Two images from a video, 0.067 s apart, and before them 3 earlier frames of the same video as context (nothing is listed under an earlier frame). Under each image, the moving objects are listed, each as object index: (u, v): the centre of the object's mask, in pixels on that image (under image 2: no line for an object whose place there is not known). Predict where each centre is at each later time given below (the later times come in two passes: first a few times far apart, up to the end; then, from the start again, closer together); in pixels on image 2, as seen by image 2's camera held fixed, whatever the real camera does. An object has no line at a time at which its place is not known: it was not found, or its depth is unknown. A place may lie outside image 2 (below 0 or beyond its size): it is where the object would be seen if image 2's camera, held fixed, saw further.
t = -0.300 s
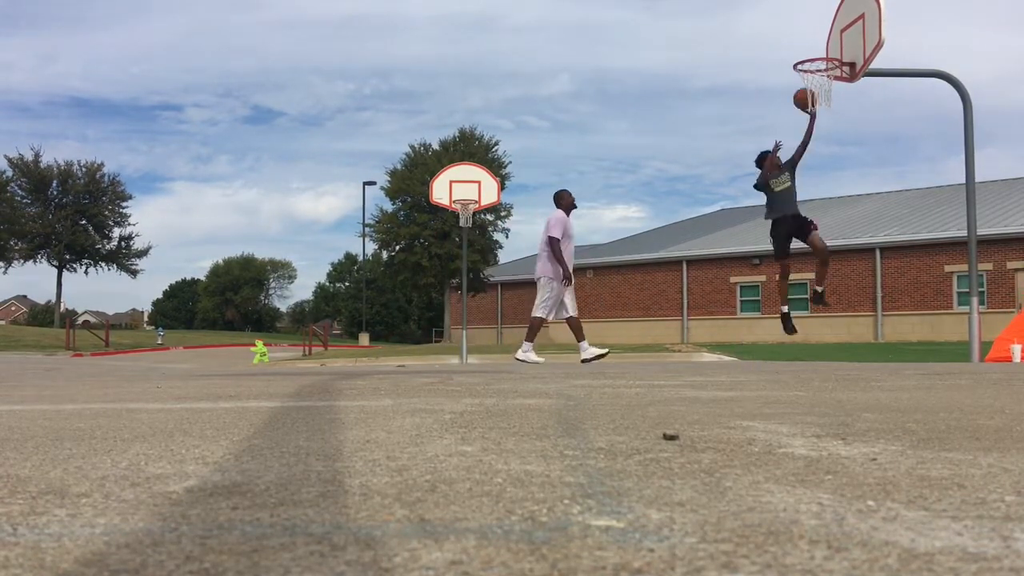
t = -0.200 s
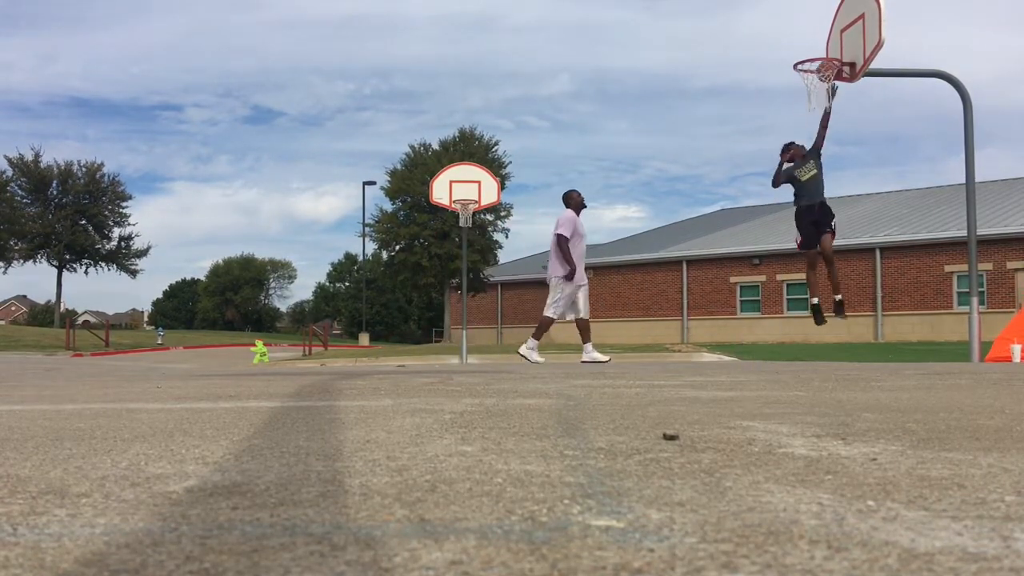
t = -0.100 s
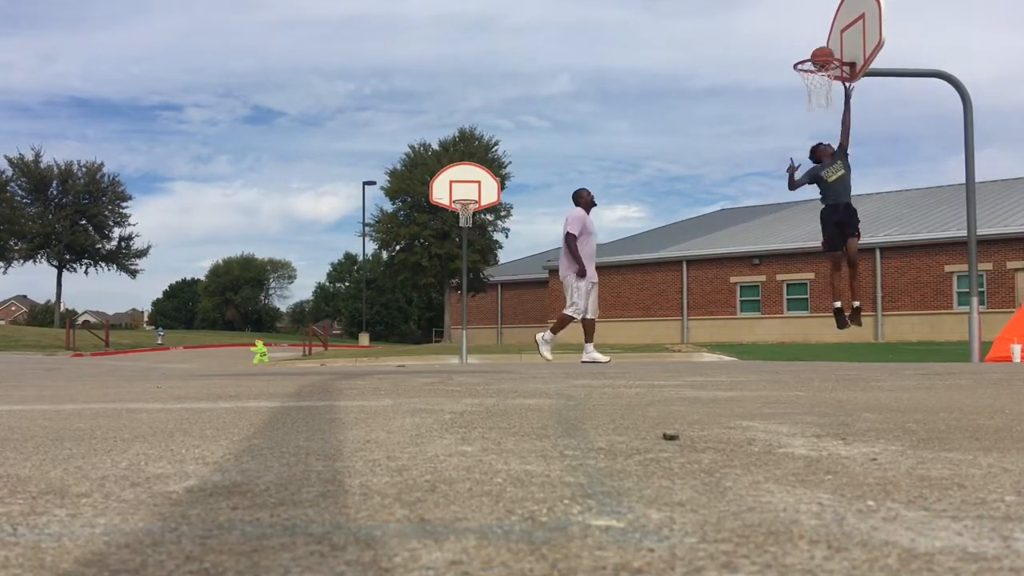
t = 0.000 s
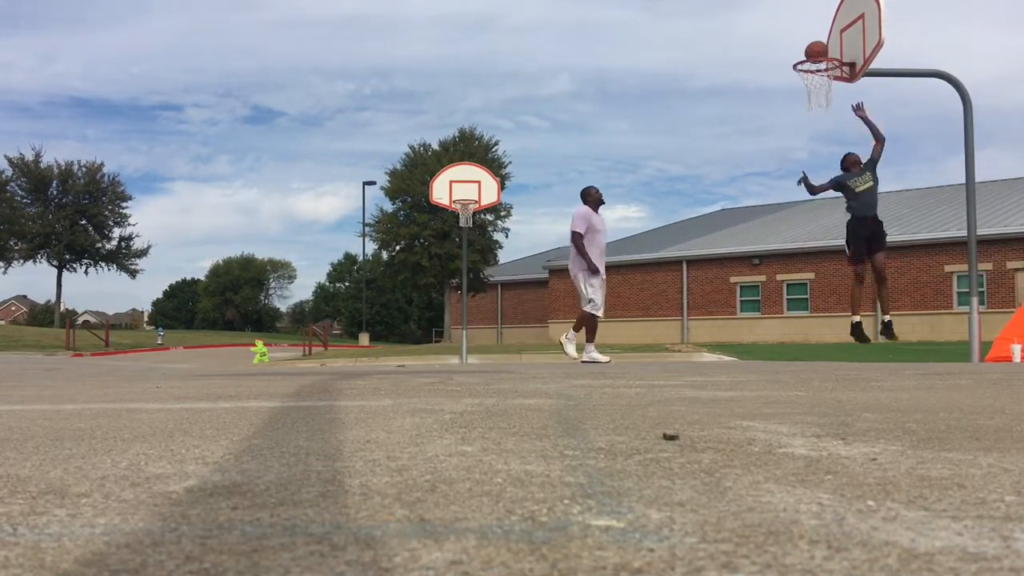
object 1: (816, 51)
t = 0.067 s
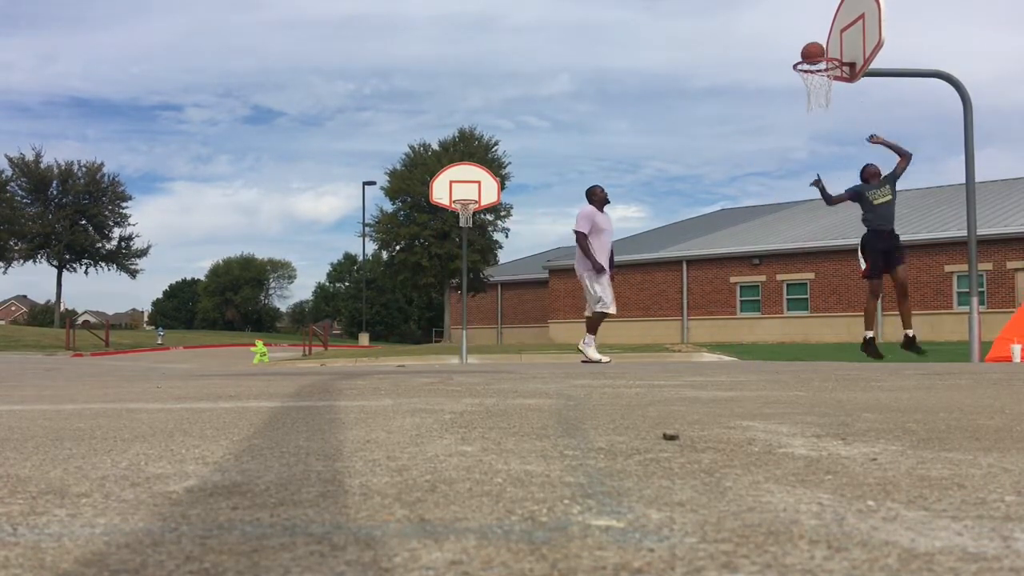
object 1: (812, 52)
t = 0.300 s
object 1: (827, 86)
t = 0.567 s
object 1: (841, 152)
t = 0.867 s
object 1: (857, 304)
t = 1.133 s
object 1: (861, 262)
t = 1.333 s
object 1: (860, 204)
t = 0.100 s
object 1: (811, 55)
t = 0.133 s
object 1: (809, 59)
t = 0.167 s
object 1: (812, 63)
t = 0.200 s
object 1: (815, 71)
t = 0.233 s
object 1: (820, 75)
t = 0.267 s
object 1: (824, 82)
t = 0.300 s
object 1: (827, 86)
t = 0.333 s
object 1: (829, 90)
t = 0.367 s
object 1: (831, 96)
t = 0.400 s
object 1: (832, 103)
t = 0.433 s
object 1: (834, 111)
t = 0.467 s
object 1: (836, 119)
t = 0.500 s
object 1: (838, 129)
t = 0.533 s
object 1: (839, 140)
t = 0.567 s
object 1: (841, 152)
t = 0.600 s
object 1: (843, 165)
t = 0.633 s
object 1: (845, 178)
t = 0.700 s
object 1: (848, 209)
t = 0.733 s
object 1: (850, 226)
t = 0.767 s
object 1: (852, 244)
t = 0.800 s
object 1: (855, 262)
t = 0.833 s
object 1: (856, 283)
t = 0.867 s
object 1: (857, 304)
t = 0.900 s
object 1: (859, 328)
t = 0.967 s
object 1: (861, 339)
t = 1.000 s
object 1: (861, 322)
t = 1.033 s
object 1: (861, 305)
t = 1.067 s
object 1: (861, 290)
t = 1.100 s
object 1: (860, 276)
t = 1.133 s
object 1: (861, 262)
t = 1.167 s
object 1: (861, 248)
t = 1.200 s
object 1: (861, 239)
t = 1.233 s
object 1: (861, 229)
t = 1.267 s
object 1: (860, 219)
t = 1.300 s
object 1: (861, 211)
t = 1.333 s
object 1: (860, 204)
